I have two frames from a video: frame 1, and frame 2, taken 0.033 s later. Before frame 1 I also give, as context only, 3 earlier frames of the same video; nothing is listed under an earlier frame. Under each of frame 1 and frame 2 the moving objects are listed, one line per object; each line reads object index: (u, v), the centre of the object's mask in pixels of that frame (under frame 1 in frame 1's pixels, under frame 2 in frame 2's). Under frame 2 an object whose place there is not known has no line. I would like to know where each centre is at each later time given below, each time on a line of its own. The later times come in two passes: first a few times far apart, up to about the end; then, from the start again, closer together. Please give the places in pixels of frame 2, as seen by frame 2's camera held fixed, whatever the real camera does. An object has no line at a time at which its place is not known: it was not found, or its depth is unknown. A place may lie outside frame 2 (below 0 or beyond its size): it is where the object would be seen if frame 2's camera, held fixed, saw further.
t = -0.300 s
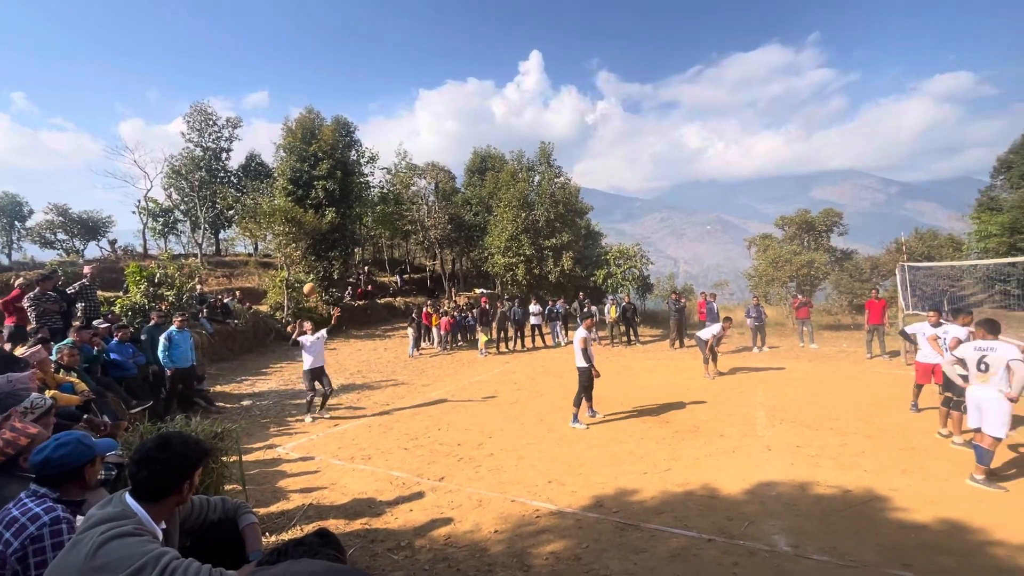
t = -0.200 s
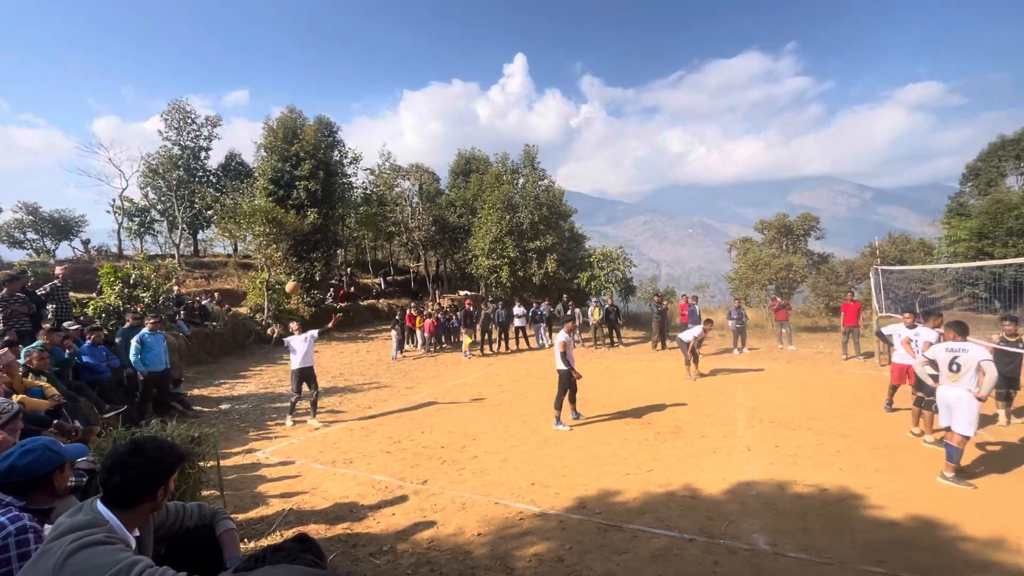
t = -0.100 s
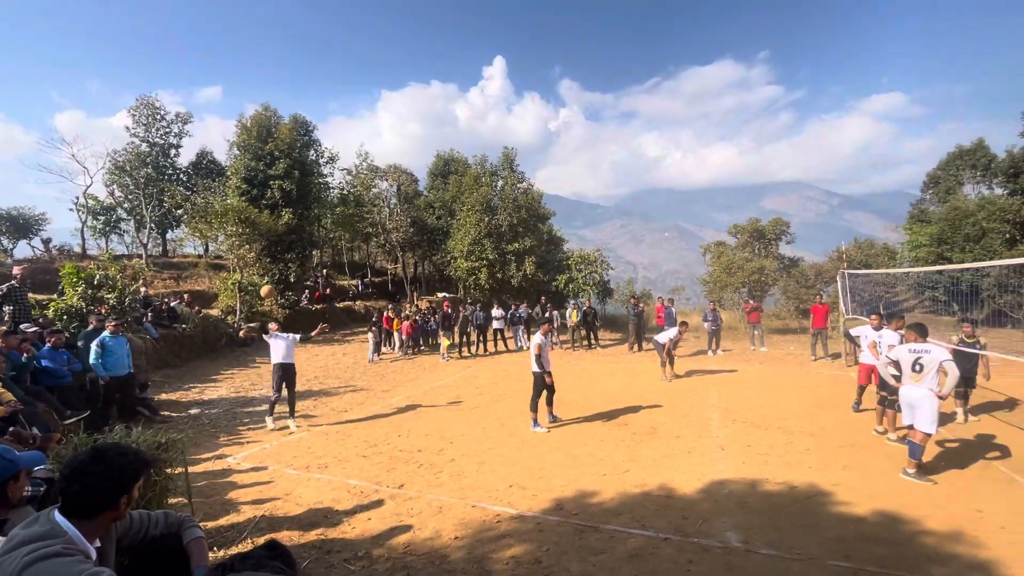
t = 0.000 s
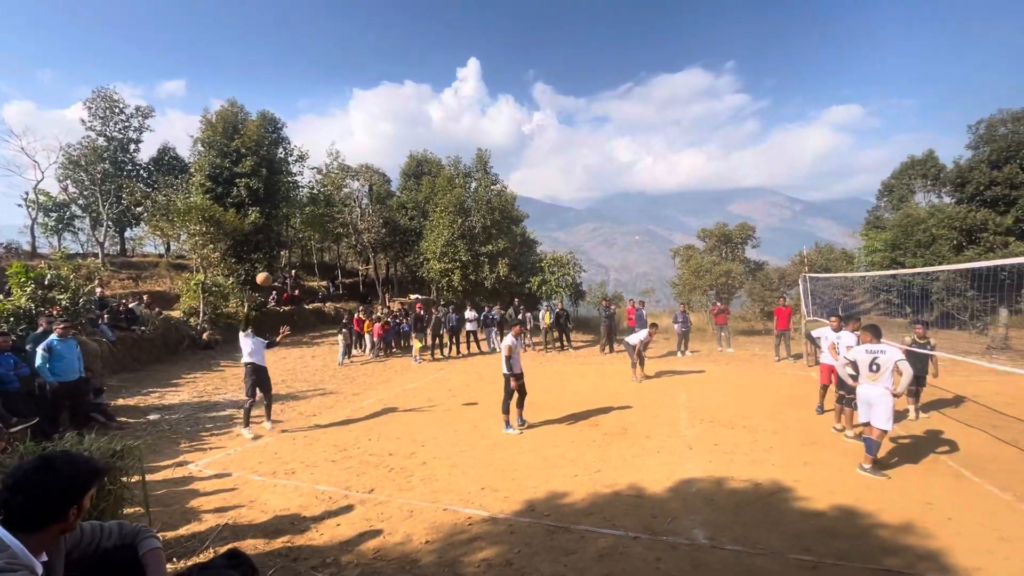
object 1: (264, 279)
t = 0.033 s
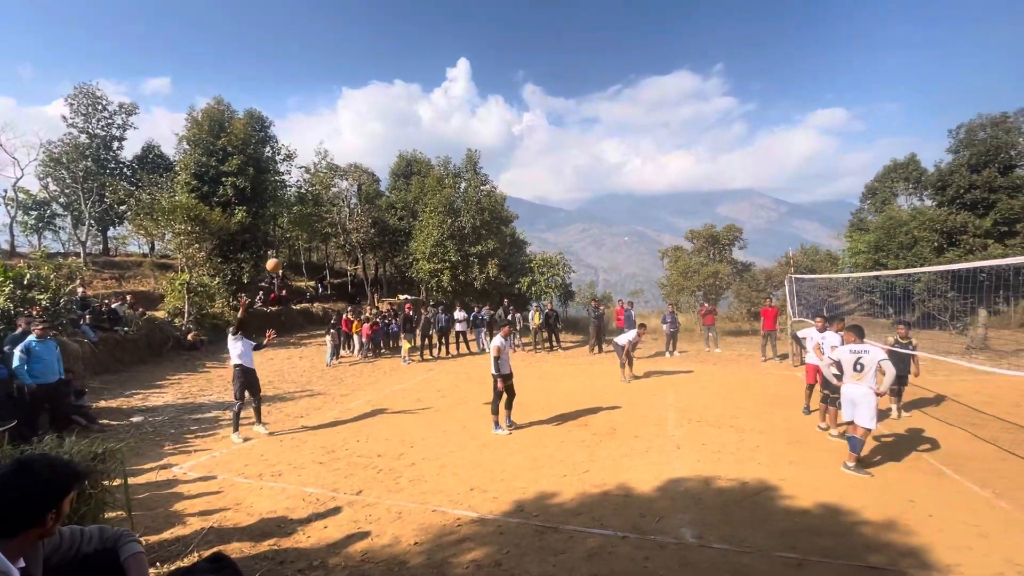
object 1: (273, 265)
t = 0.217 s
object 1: (402, 202)
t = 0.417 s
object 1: (551, 159)
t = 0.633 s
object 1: (713, 144)
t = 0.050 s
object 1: (285, 259)
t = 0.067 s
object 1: (296, 253)
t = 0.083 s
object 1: (308, 246)
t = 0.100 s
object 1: (320, 240)
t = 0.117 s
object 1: (331, 234)
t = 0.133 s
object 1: (343, 228)
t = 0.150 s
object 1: (354, 222)
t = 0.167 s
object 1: (367, 217)
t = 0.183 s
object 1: (378, 211)
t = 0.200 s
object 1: (390, 206)
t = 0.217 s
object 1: (402, 202)
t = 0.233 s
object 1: (414, 197)
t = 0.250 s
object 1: (426, 192)
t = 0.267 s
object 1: (438, 189)
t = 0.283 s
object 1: (450, 184)
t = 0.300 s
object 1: (463, 181)
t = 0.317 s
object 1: (476, 177)
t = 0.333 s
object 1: (488, 175)
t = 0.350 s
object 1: (501, 171)
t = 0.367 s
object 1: (512, 167)
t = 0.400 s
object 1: (538, 162)
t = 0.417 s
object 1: (551, 159)
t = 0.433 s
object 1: (563, 157)
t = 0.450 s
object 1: (575, 155)
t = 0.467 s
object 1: (588, 153)
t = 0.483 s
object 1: (601, 152)
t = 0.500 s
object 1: (613, 149)
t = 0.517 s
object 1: (625, 148)
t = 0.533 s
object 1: (638, 147)
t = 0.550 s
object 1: (650, 146)
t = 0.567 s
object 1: (663, 145)
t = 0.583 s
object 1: (676, 145)
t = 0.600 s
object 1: (688, 145)
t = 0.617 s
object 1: (701, 145)
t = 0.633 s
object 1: (713, 144)
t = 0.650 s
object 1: (726, 145)
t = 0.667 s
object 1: (738, 145)
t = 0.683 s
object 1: (751, 146)
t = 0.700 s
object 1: (763, 146)
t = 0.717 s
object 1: (775, 147)
